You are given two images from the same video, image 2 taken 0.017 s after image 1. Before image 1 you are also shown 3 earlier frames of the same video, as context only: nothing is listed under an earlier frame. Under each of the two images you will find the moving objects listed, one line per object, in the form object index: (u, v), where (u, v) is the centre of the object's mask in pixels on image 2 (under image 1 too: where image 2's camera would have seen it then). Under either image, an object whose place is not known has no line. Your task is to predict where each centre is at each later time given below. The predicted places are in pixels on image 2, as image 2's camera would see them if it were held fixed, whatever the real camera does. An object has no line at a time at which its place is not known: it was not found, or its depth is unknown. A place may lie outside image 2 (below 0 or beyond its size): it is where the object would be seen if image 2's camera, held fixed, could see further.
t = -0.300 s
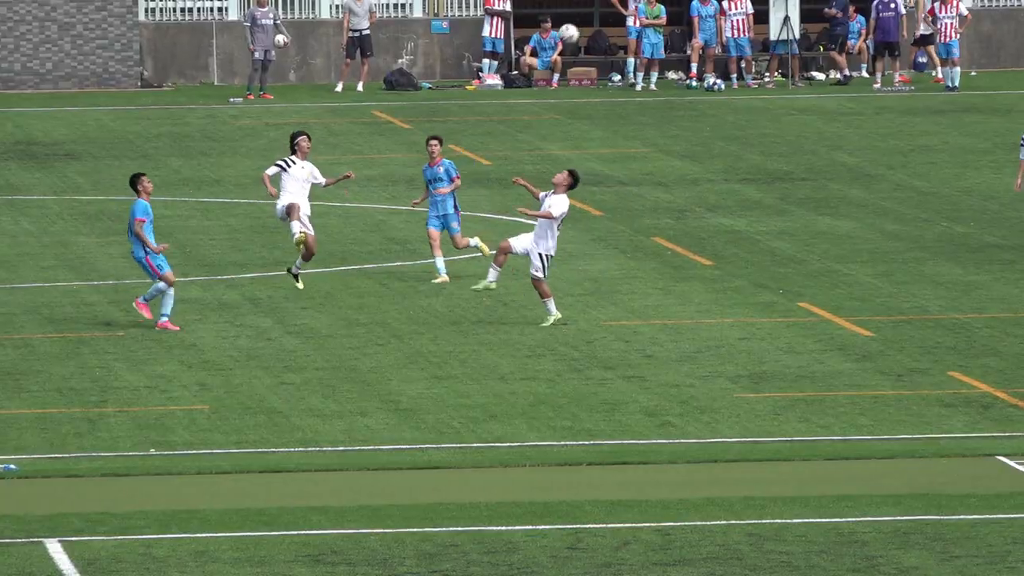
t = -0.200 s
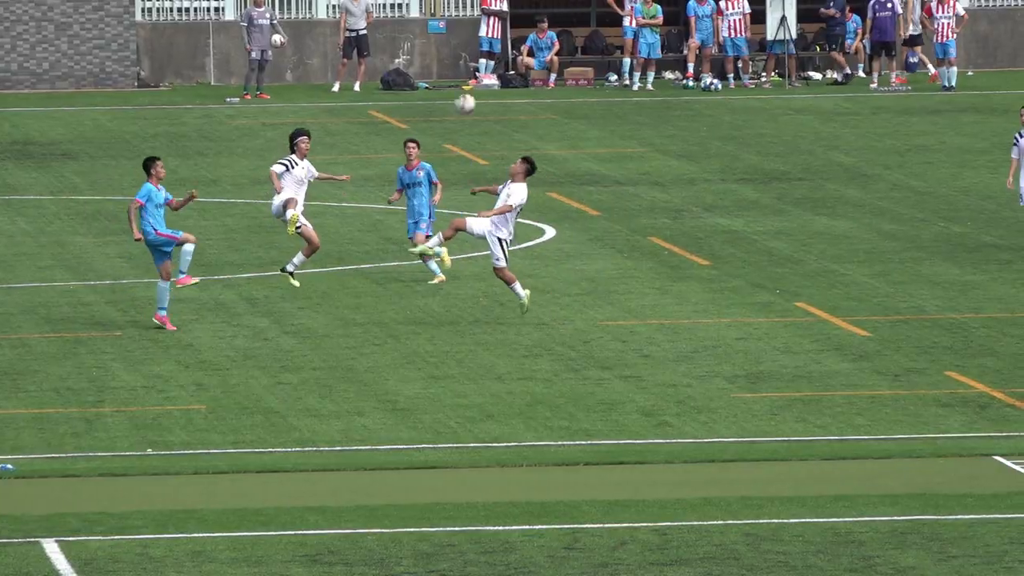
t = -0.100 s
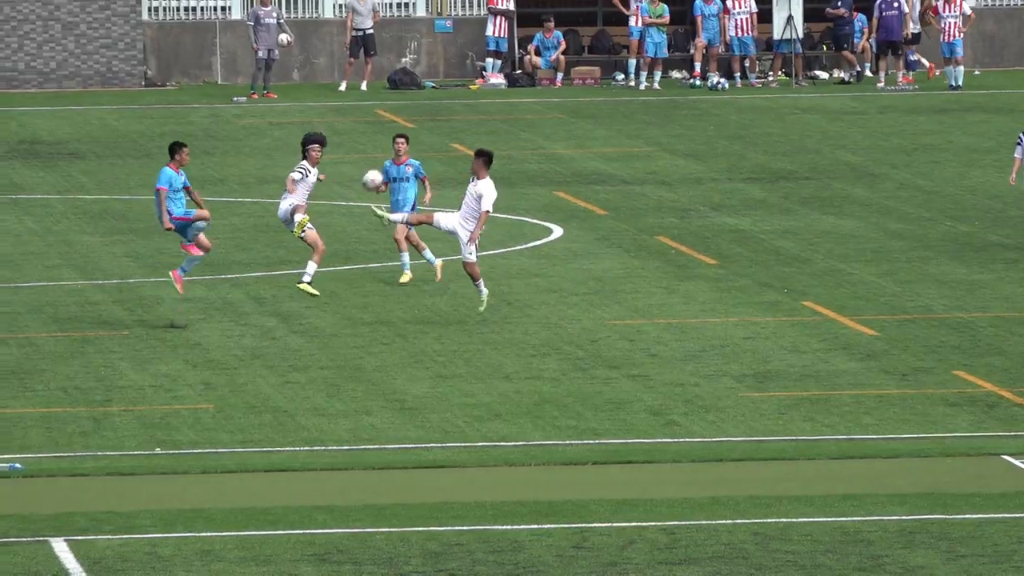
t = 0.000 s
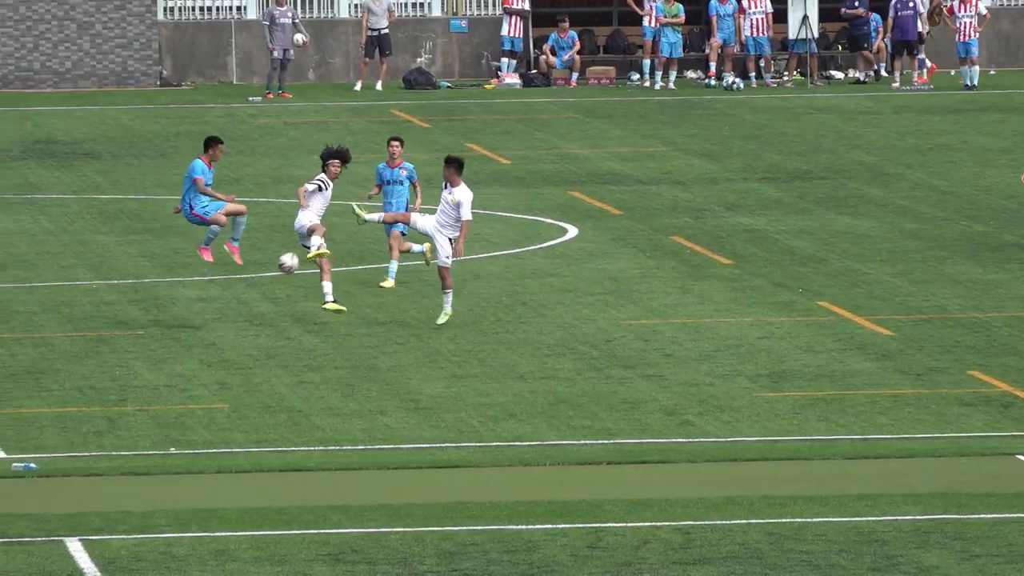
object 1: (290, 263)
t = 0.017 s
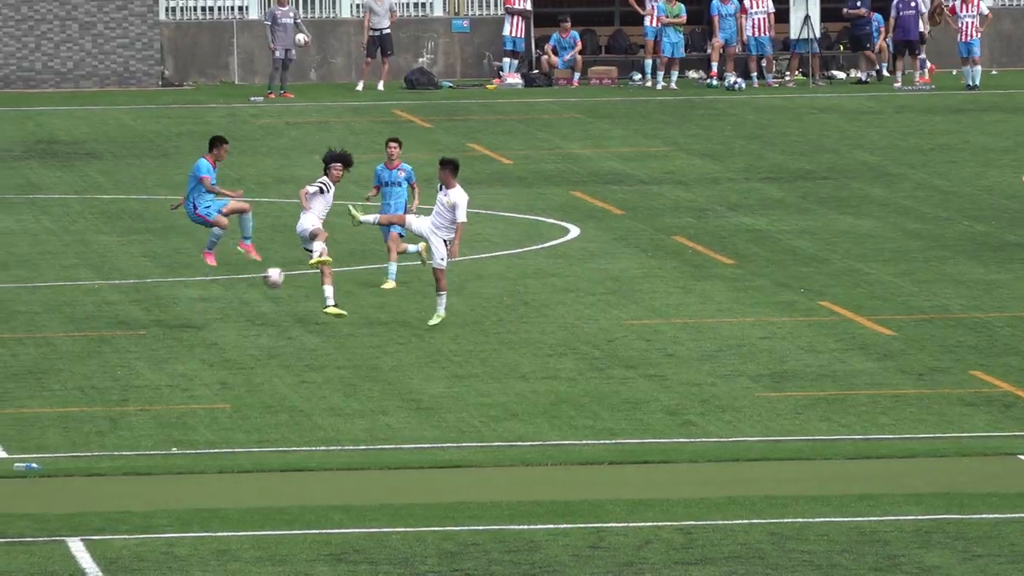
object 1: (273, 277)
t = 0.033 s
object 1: (257, 291)
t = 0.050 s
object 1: (241, 306)
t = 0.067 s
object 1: (224, 321)
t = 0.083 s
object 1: (218, 318)
